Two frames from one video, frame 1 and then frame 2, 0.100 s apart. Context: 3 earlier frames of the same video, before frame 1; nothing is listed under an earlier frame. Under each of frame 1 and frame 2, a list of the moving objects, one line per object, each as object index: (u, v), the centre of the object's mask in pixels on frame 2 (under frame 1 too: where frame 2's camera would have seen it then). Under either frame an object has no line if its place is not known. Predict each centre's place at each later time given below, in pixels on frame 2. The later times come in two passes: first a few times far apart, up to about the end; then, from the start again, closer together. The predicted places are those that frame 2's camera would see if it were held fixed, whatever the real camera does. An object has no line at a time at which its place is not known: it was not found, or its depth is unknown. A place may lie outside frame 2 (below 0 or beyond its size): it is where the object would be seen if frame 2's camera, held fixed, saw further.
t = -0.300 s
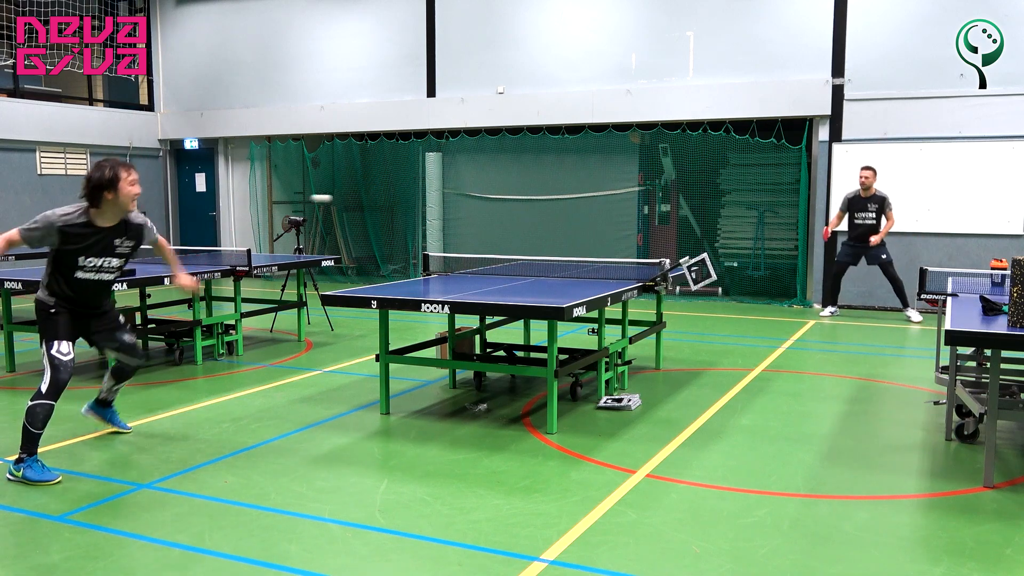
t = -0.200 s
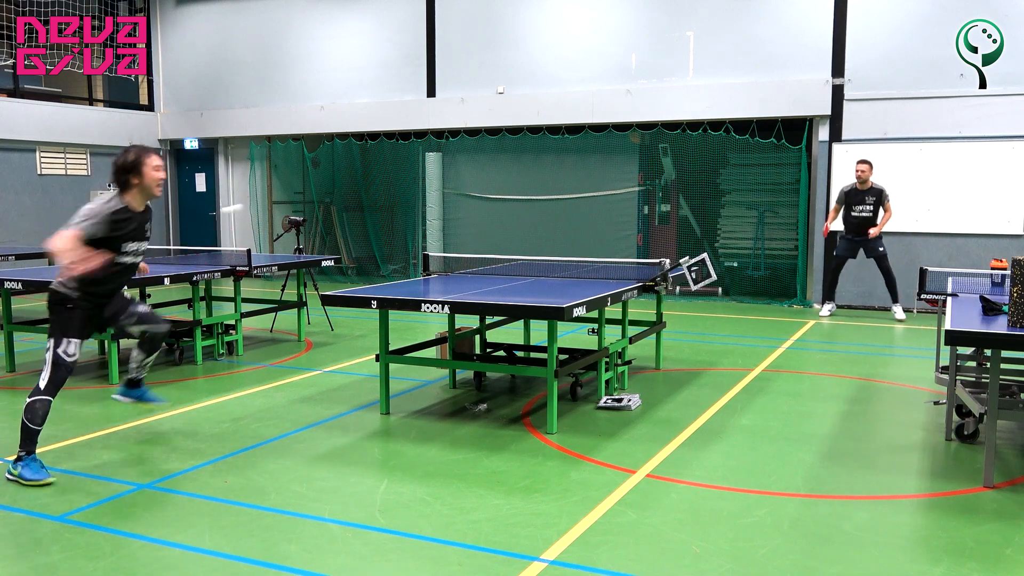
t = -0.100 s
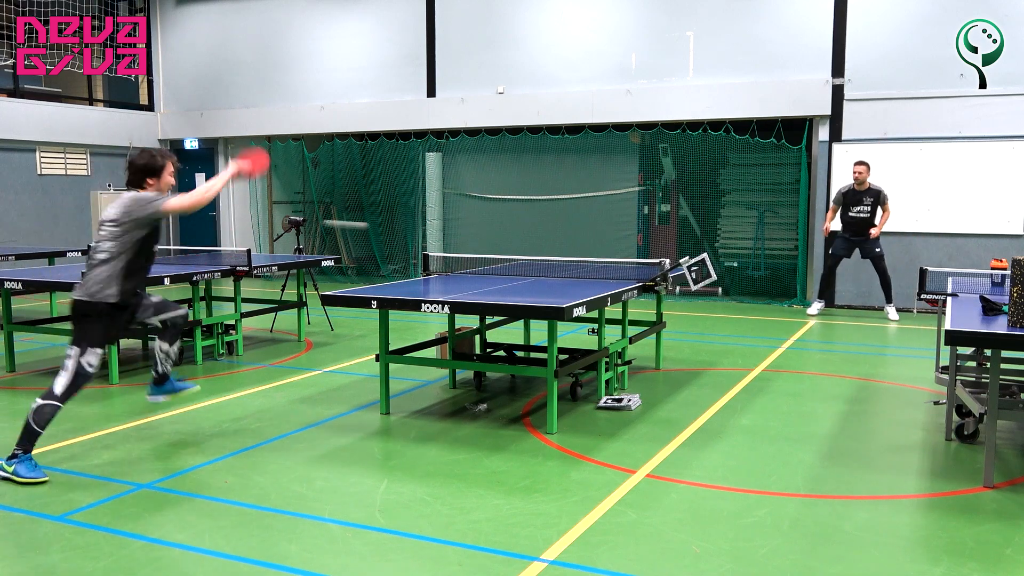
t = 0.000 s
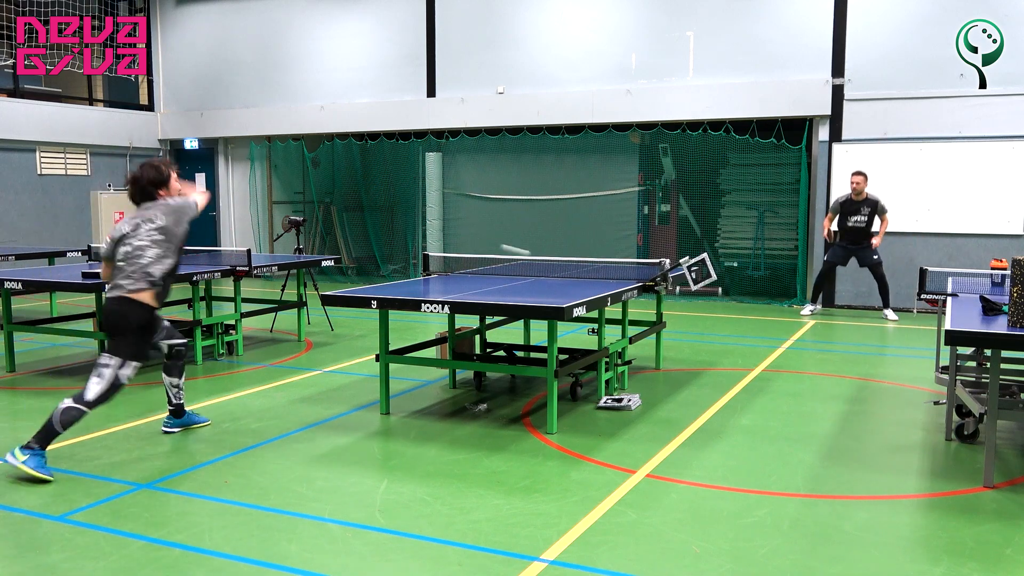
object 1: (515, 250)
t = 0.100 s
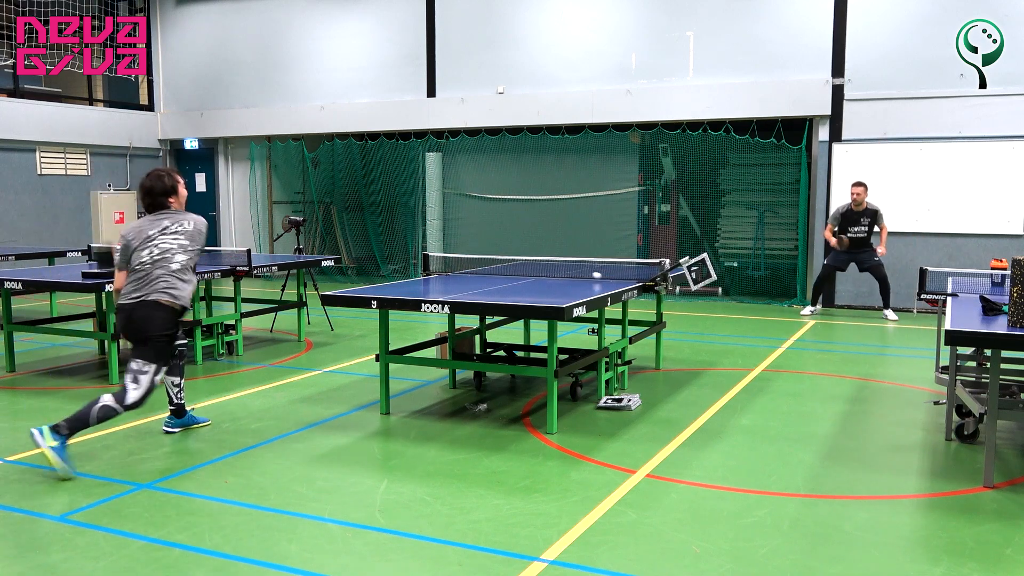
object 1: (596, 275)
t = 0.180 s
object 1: (614, 278)
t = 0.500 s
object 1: (691, 351)
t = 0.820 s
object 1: (800, 375)
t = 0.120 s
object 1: (600, 276)
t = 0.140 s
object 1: (605, 278)
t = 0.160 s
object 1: (610, 279)
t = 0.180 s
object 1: (614, 278)
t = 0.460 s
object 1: (682, 333)
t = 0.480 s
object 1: (686, 341)
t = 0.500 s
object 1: (691, 351)
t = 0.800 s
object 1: (792, 379)
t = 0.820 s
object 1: (800, 375)
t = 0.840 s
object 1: (809, 373)
